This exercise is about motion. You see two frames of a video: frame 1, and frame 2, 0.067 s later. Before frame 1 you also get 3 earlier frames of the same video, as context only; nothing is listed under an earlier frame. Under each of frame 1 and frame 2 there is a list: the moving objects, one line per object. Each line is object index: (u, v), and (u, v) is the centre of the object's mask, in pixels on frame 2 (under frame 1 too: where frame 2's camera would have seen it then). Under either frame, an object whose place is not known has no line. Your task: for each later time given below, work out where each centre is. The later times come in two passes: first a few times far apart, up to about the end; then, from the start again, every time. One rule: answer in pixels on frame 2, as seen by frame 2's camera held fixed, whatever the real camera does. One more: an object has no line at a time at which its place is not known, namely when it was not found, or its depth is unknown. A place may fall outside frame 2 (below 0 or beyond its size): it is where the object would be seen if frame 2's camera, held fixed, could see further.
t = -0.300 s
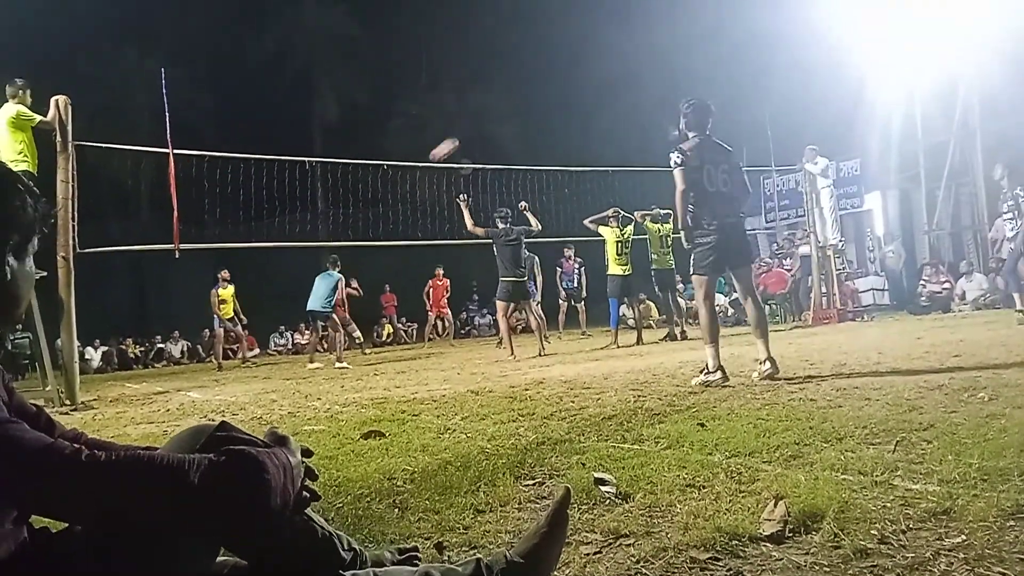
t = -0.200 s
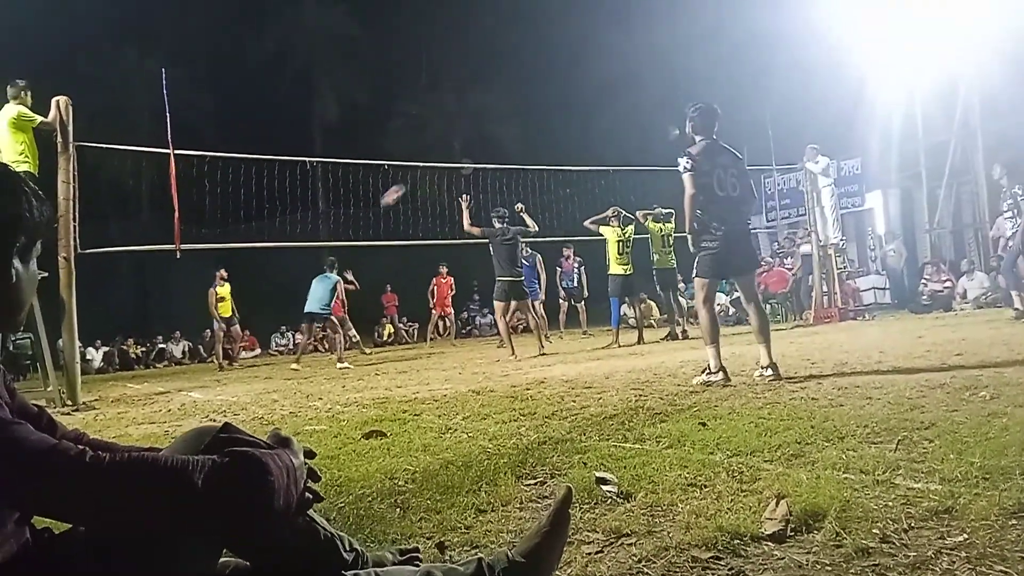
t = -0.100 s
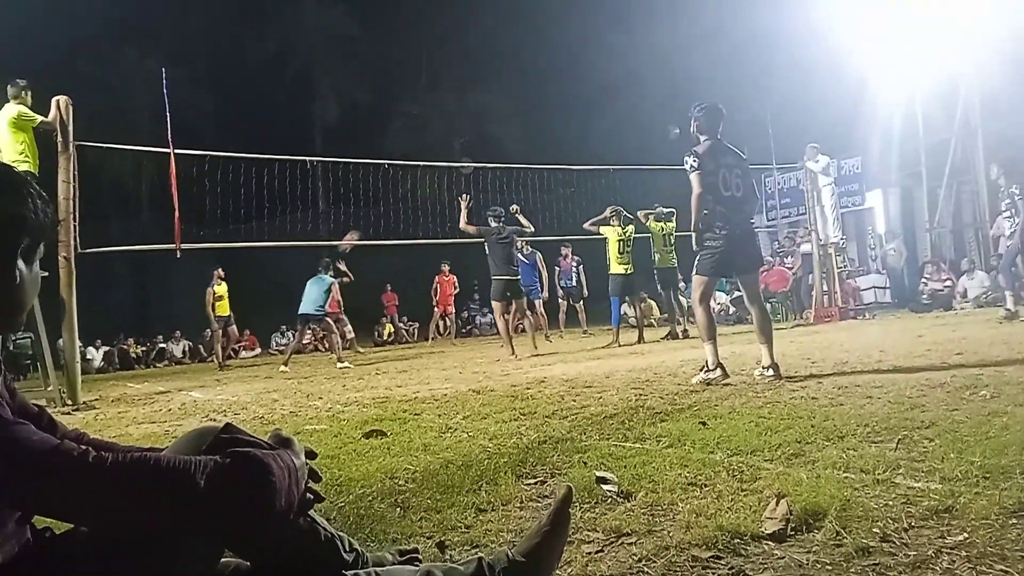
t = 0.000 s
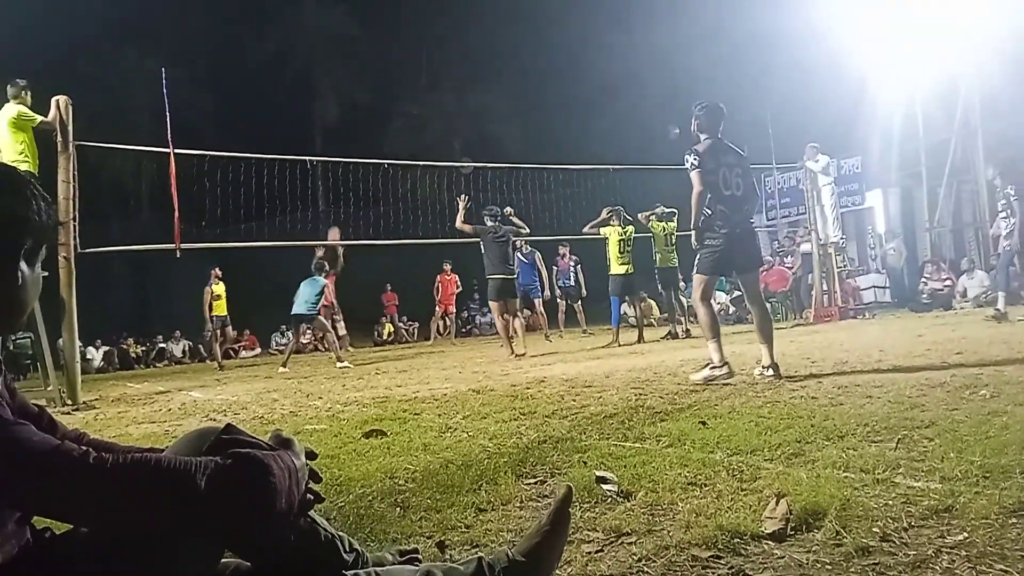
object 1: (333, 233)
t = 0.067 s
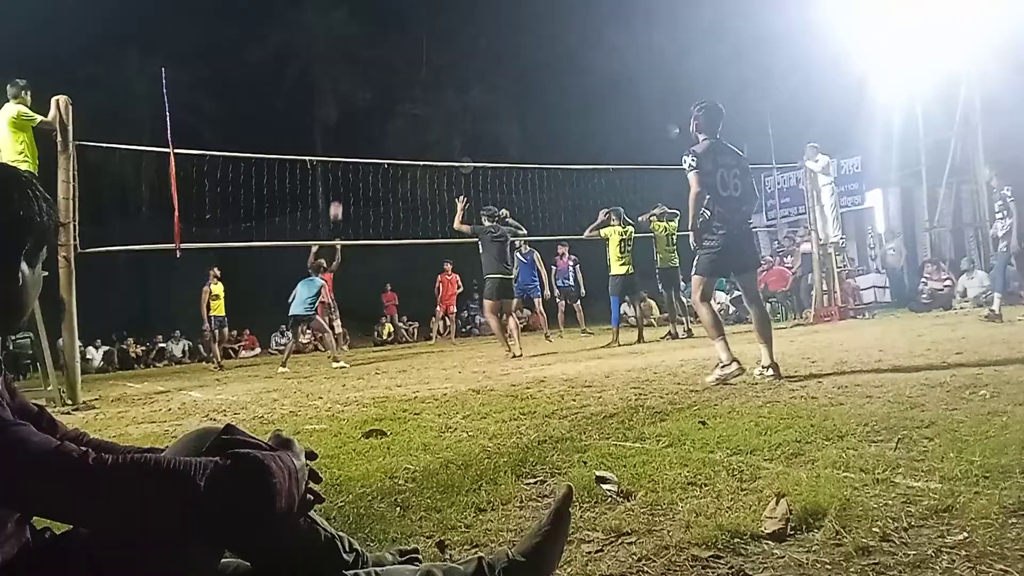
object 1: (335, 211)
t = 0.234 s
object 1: (343, 155)
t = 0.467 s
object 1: (355, 101)
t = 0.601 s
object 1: (365, 84)
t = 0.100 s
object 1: (336, 199)
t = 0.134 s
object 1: (338, 188)
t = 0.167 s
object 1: (339, 177)
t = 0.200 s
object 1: (341, 168)
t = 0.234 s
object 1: (343, 155)
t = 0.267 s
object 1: (344, 146)
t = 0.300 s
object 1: (346, 138)
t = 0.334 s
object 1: (348, 129)
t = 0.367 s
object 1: (350, 121)
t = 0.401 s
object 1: (351, 114)
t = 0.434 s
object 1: (354, 107)
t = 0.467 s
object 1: (355, 101)
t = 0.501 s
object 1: (356, 94)
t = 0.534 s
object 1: (360, 91)
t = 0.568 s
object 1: (363, 87)
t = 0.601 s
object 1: (365, 84)
